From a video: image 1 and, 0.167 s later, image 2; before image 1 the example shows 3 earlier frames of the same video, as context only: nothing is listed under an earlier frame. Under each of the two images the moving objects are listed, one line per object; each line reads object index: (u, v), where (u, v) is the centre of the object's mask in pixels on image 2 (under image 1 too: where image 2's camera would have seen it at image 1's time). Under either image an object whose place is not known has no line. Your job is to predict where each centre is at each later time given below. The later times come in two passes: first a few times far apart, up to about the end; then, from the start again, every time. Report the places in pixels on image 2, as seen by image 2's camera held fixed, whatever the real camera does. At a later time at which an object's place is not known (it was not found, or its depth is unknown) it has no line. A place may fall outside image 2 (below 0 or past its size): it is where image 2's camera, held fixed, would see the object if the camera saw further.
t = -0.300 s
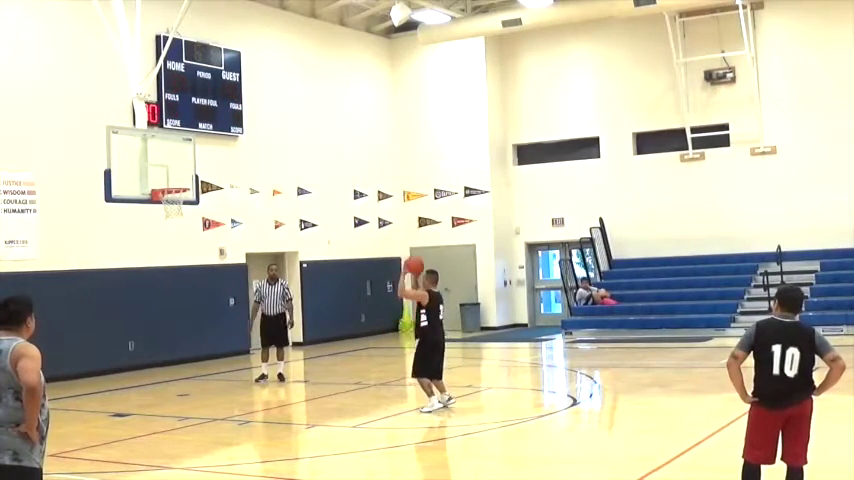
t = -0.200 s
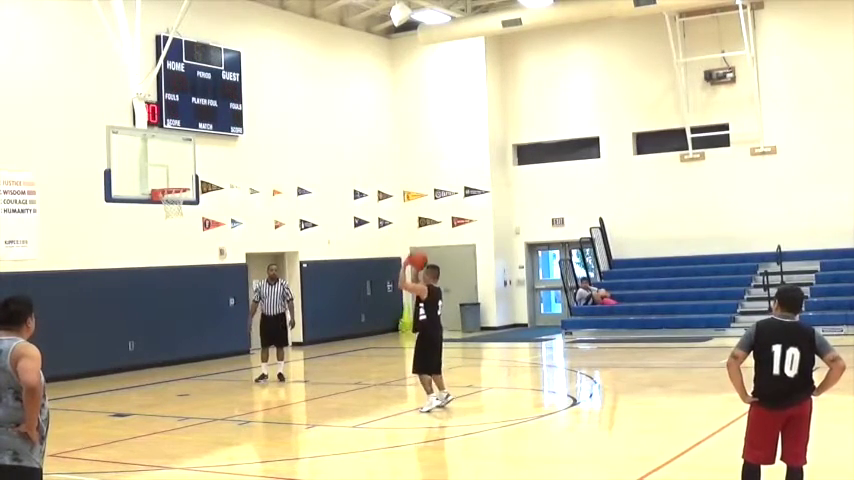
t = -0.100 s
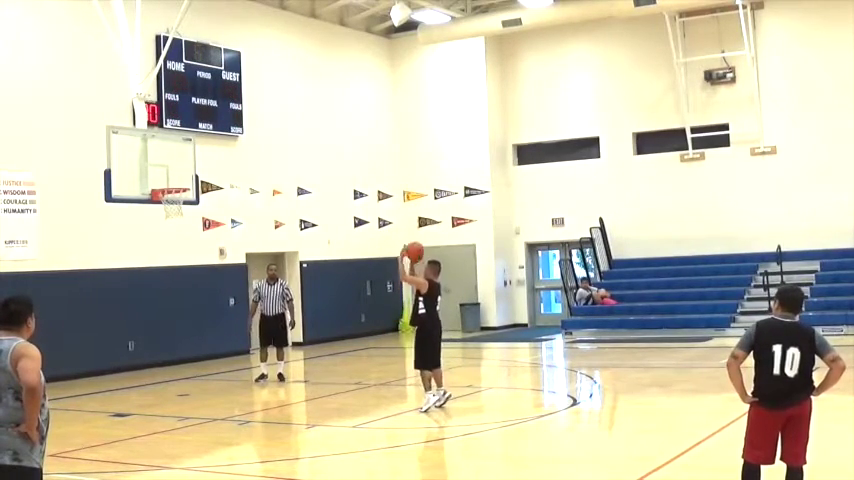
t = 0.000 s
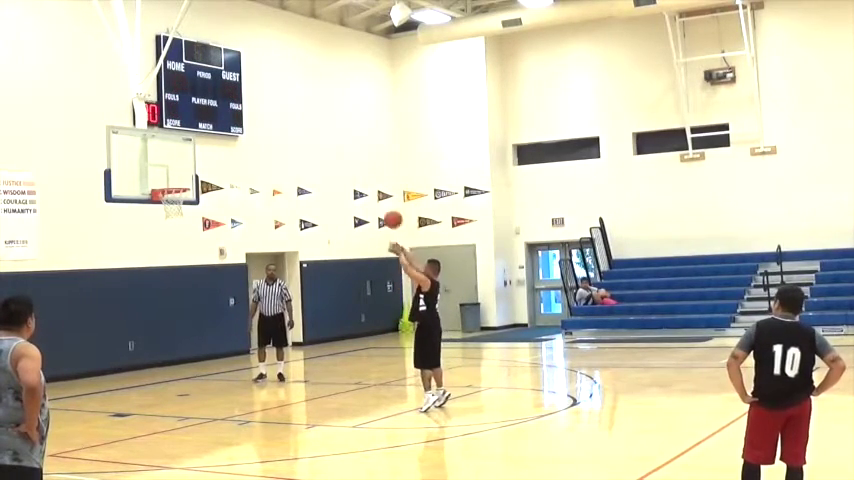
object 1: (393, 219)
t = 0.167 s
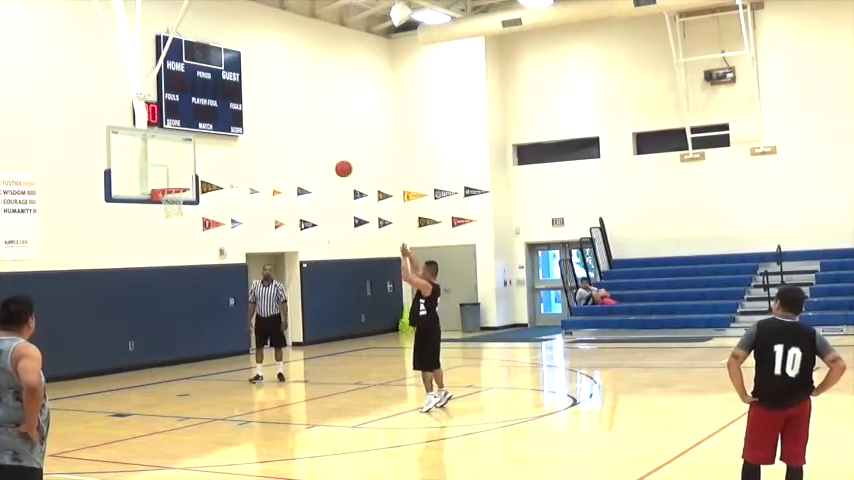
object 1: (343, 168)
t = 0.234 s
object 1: (324, 155)
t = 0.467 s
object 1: (263, 134)
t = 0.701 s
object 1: (207, 151)
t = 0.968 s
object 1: (163, 175)
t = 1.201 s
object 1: (142, 184)
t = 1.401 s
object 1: (123, 223)
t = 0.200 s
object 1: (334, 161)
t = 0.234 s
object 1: (324, 155)
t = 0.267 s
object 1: (315, 149)
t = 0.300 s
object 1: (306, 145)
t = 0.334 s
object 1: (297, 141)
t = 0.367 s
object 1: (288, 138)
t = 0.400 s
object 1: (280, 136)
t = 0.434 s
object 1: (271, 135)
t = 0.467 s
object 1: (263, 134)
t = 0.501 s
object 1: (254, 134)
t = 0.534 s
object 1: (246, 135)
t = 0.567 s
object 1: (238, 137)
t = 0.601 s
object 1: (230, 140)
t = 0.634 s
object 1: (222, 143)
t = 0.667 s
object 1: (215, 146)
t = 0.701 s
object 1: (207, 151)
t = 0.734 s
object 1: (200, 156)
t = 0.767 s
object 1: (193, 162)
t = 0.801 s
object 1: (185, 169)
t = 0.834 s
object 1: (178, 177)
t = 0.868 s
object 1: (172, 185)
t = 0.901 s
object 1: (169, 182)
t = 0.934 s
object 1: (166, 177)
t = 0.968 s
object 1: (163, 175)
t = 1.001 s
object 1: (160, 174)
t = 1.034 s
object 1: (157, 174)
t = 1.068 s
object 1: (154, 174)
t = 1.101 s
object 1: (151, 175)
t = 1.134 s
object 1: (148, 177)
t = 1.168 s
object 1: (145, 180)
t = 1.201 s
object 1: (142, 184)
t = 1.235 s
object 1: (139, 187)
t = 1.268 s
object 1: (136, 193)
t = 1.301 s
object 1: (133, 199)
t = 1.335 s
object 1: (129, 207)
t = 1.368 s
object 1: (126, 214)
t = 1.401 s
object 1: (123, 223)
